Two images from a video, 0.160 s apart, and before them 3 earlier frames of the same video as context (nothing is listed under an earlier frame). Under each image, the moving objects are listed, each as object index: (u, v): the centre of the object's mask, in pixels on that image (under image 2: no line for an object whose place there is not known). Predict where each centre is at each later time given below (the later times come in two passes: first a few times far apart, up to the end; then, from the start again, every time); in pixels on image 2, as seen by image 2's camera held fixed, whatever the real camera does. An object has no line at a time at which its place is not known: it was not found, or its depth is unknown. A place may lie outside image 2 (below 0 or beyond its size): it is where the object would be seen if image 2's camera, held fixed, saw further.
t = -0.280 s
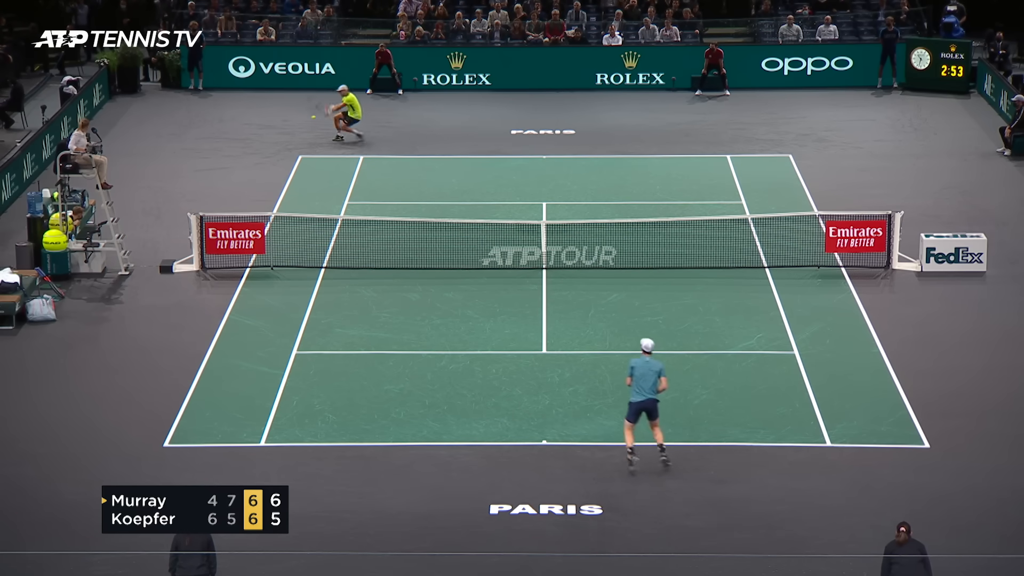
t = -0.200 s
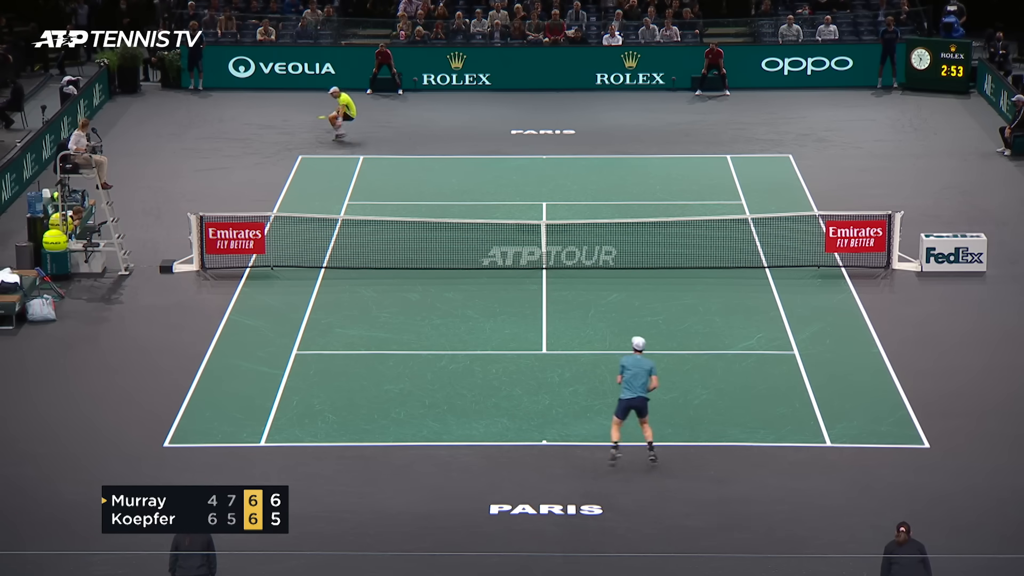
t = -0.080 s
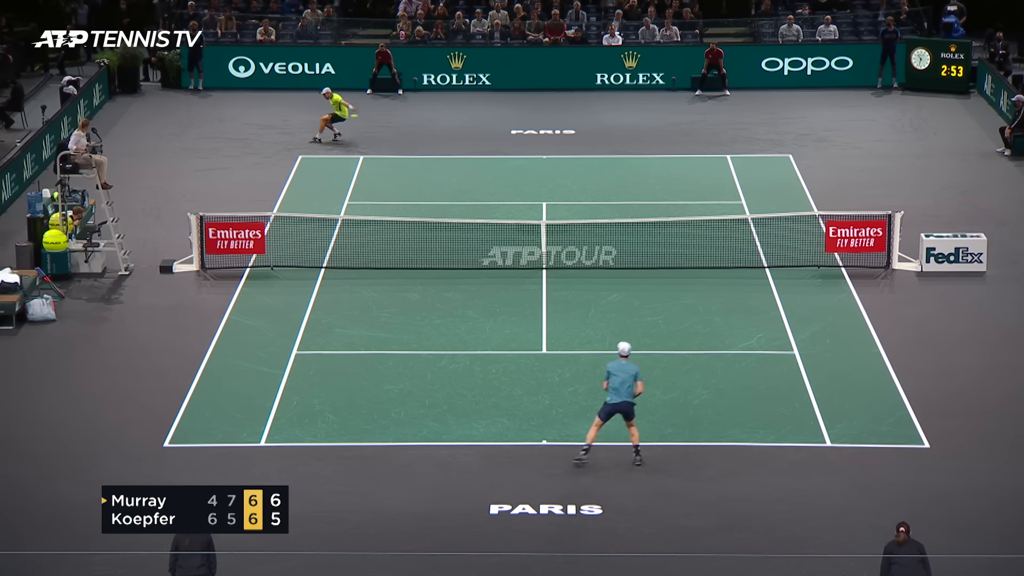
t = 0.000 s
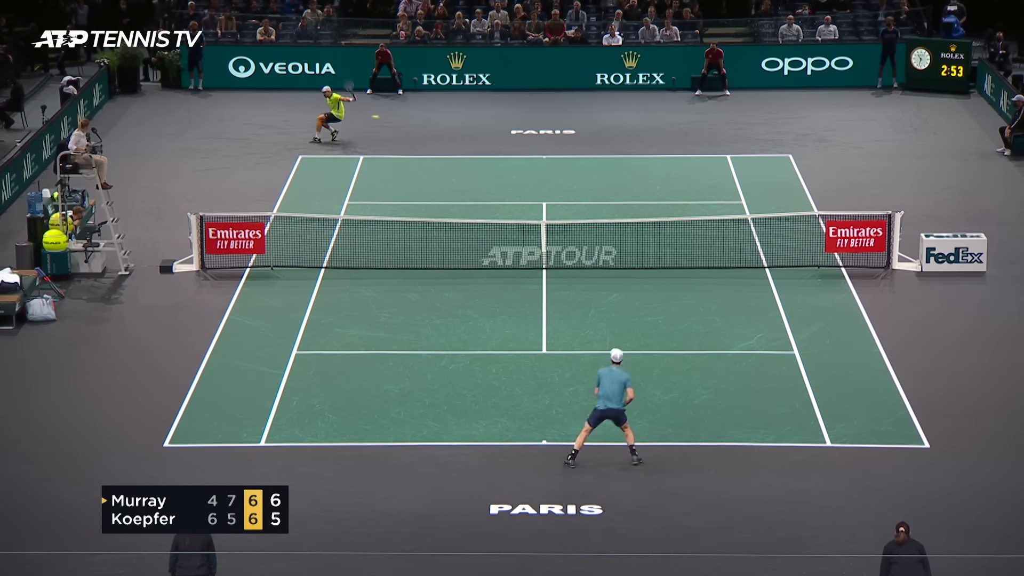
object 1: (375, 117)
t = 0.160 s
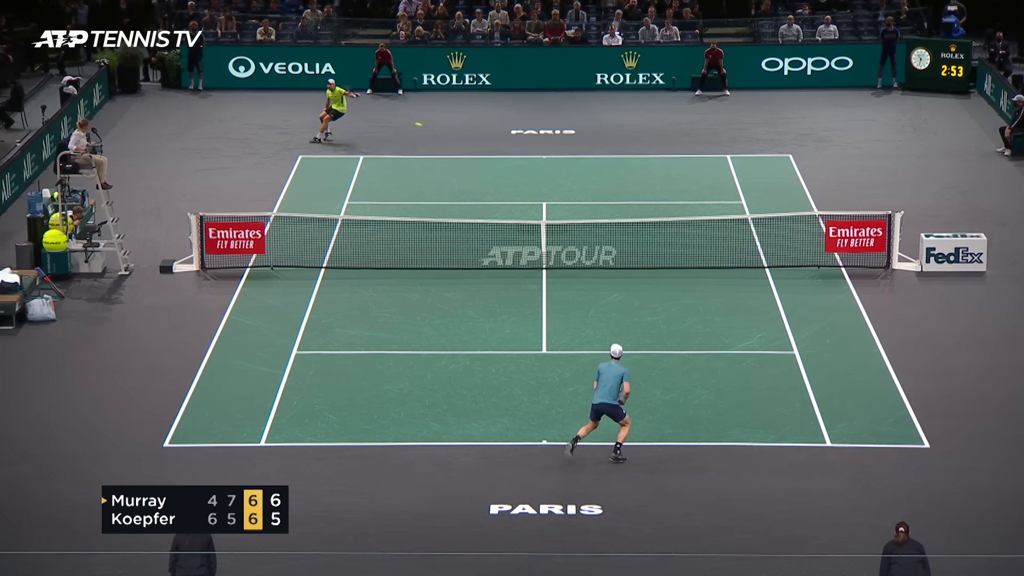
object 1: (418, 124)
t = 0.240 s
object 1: (440, 131)
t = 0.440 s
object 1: (495, 158)
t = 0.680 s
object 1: (562, 211)
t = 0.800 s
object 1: (596, 247)
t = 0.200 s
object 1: (430, 128)
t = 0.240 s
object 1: (440, 131)
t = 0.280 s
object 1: (451, 136)
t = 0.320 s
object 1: (462, 141)
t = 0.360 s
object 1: (473, 146)
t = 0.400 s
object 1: (484, 152)
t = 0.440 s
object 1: (495, 158)
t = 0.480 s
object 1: (506, 165)
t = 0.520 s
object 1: (517, 173)
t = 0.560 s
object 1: (529, 182)
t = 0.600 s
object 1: (540, 191)
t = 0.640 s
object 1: (550, 200)
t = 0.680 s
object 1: (562, 211)
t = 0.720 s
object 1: (574, 223)
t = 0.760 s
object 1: (585, 235)
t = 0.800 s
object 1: (596, 247)
